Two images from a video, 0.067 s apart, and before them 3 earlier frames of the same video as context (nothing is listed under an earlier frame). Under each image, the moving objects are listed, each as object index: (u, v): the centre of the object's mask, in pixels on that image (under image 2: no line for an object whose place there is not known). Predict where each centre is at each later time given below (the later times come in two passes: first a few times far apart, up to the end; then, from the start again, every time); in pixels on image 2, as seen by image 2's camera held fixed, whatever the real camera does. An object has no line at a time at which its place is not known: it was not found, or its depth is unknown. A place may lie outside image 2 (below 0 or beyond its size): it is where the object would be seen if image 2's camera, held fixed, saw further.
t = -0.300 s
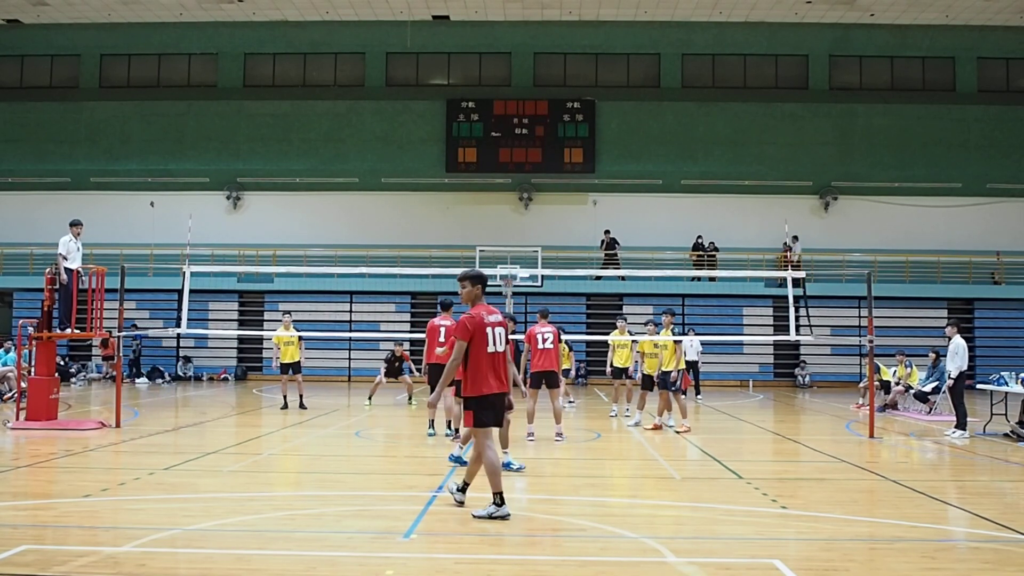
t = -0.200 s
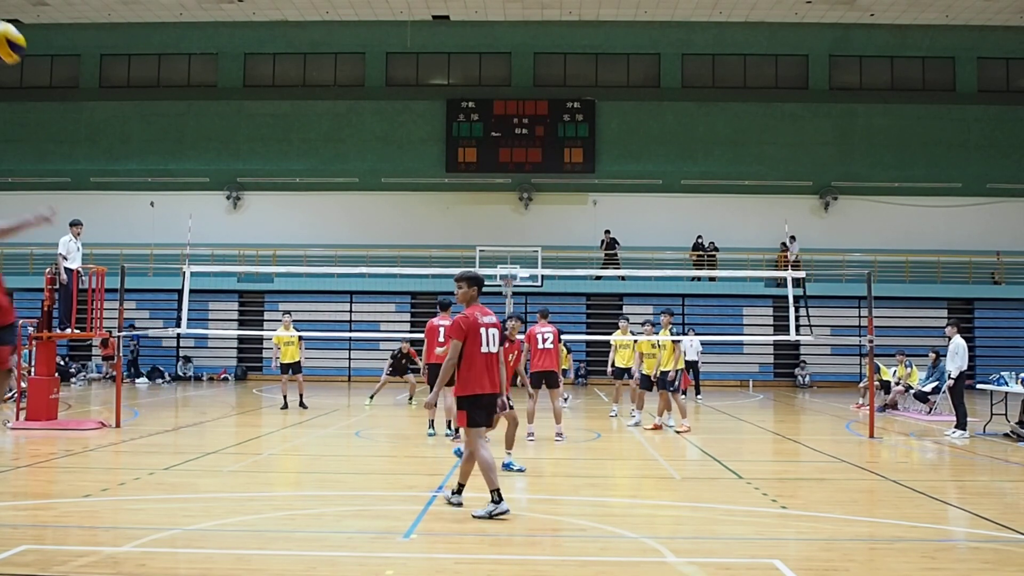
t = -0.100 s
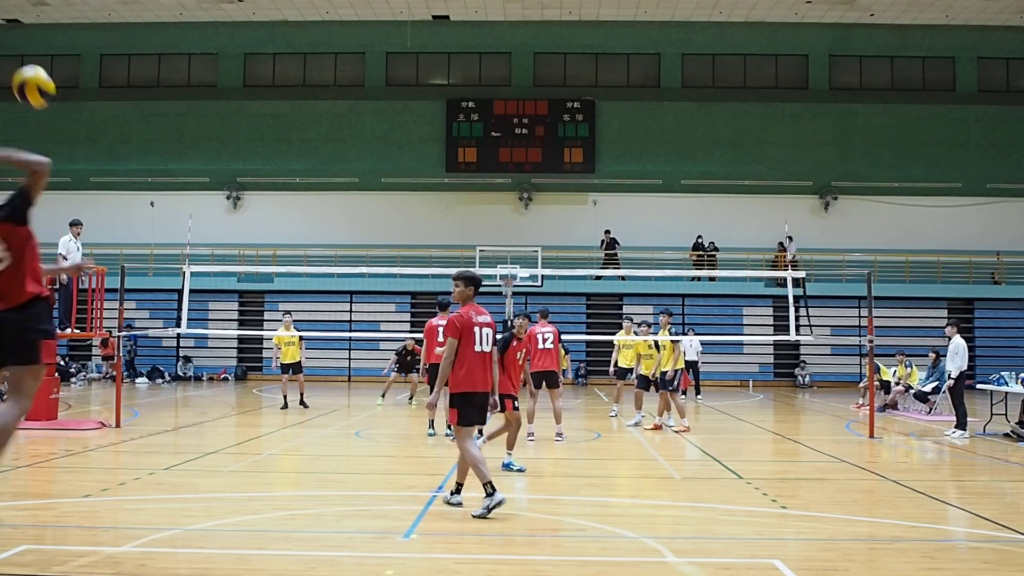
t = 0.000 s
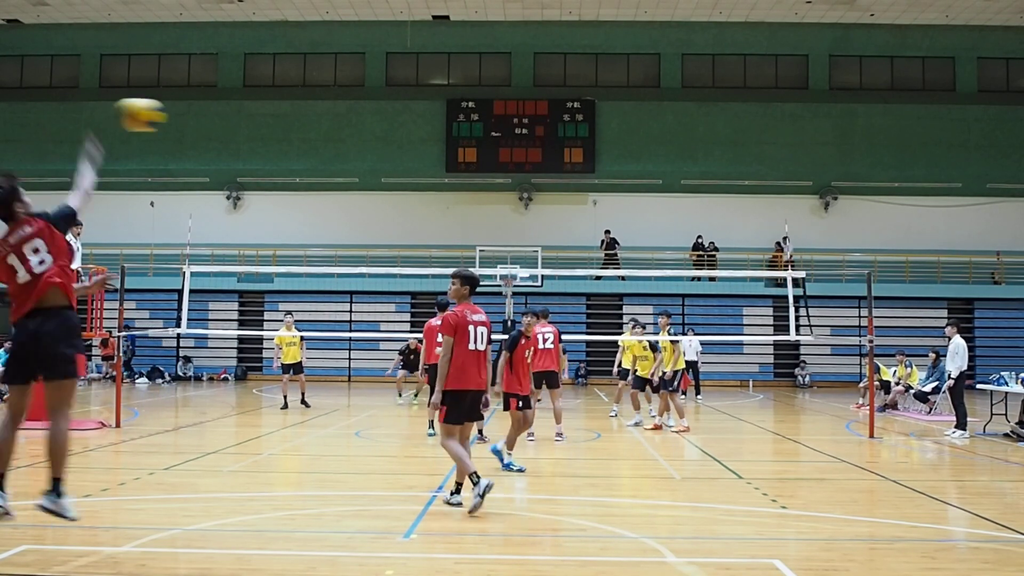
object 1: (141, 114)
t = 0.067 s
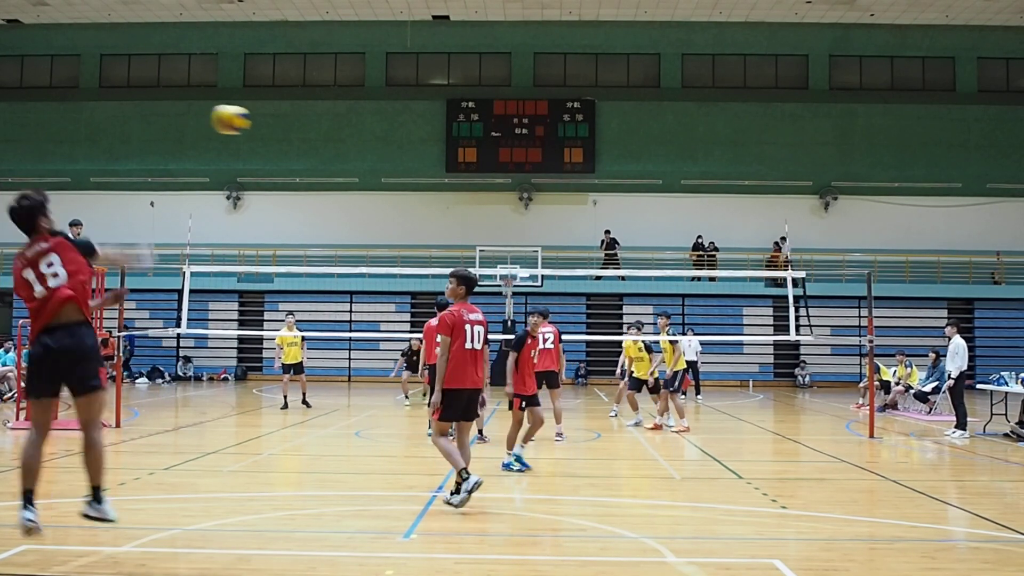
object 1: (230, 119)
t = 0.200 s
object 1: (346, 137)
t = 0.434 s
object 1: (461, 186)
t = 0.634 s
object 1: (521, 241)
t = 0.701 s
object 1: (538, 262)
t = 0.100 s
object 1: (265, 123)
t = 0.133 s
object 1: (295, 127)
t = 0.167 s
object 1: (321, 132)
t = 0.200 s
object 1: (346, 137)
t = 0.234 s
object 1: (366, 143)
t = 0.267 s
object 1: (385, 149)
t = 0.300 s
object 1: (403, 155)
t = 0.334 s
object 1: (419, 163)
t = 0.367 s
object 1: (434, 170)
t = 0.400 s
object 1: (448, 178)
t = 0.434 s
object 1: (461, 186)
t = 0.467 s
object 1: (472, 195)
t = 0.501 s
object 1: (484, 204)
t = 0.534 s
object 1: (495, 212)
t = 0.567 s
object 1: (505, 222)
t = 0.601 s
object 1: (513, 232)
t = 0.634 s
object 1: (521, 241)
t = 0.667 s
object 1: (531, 252)
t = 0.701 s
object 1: (538, 262)
